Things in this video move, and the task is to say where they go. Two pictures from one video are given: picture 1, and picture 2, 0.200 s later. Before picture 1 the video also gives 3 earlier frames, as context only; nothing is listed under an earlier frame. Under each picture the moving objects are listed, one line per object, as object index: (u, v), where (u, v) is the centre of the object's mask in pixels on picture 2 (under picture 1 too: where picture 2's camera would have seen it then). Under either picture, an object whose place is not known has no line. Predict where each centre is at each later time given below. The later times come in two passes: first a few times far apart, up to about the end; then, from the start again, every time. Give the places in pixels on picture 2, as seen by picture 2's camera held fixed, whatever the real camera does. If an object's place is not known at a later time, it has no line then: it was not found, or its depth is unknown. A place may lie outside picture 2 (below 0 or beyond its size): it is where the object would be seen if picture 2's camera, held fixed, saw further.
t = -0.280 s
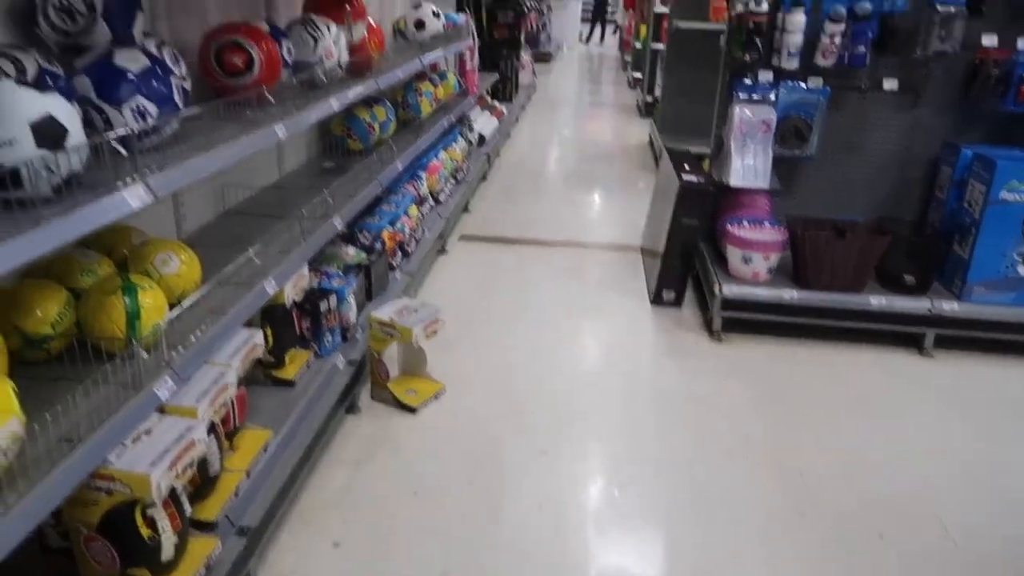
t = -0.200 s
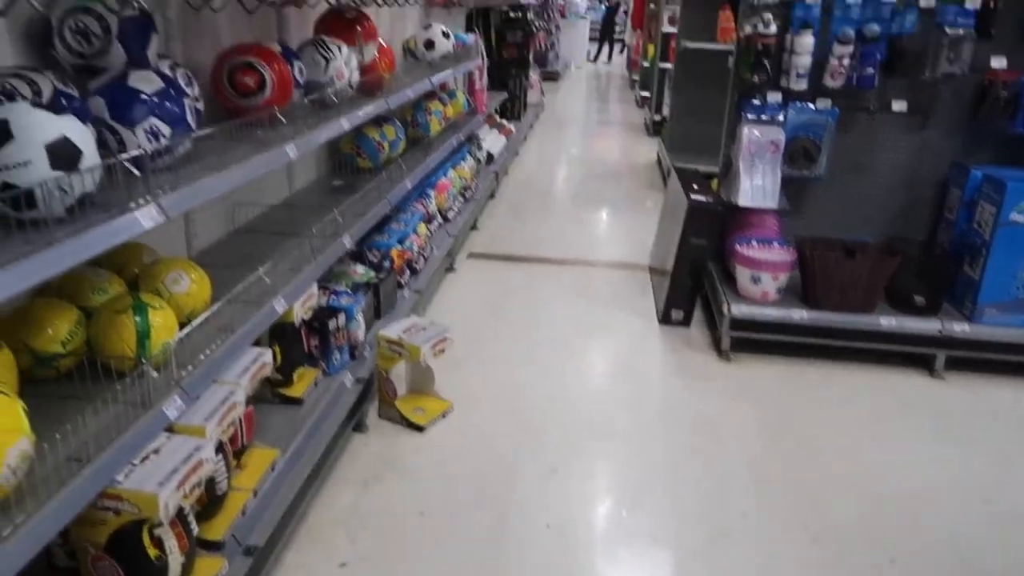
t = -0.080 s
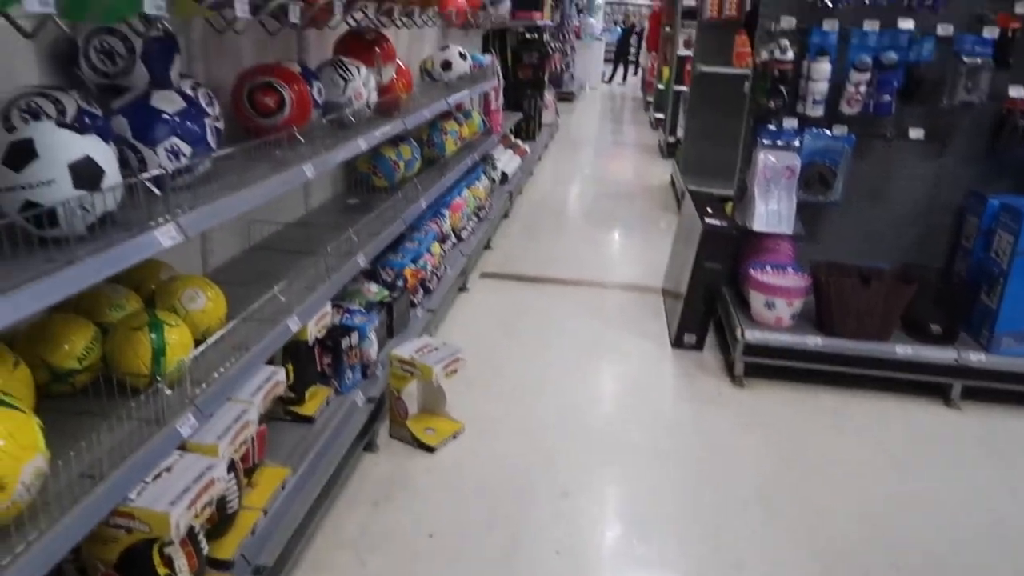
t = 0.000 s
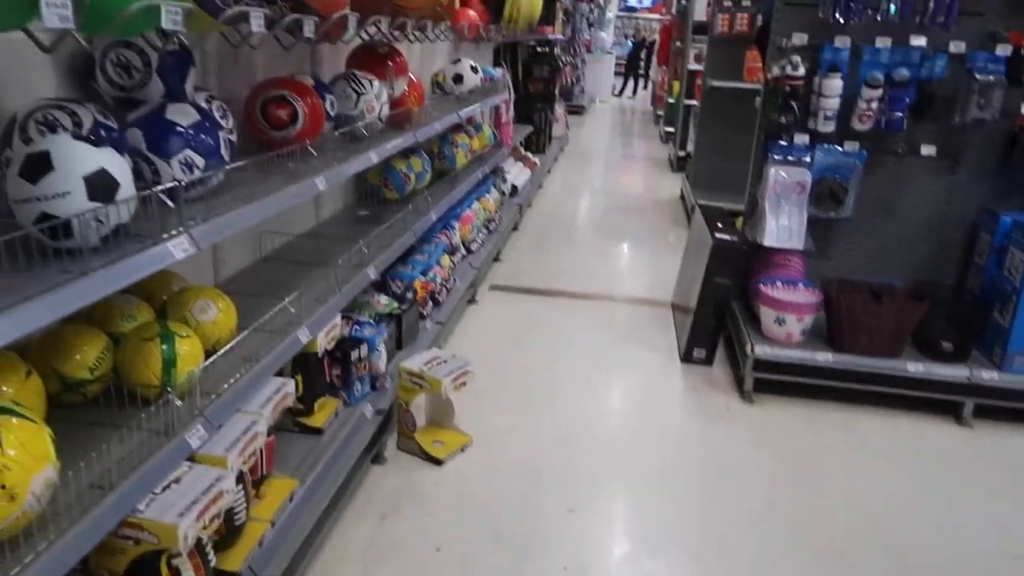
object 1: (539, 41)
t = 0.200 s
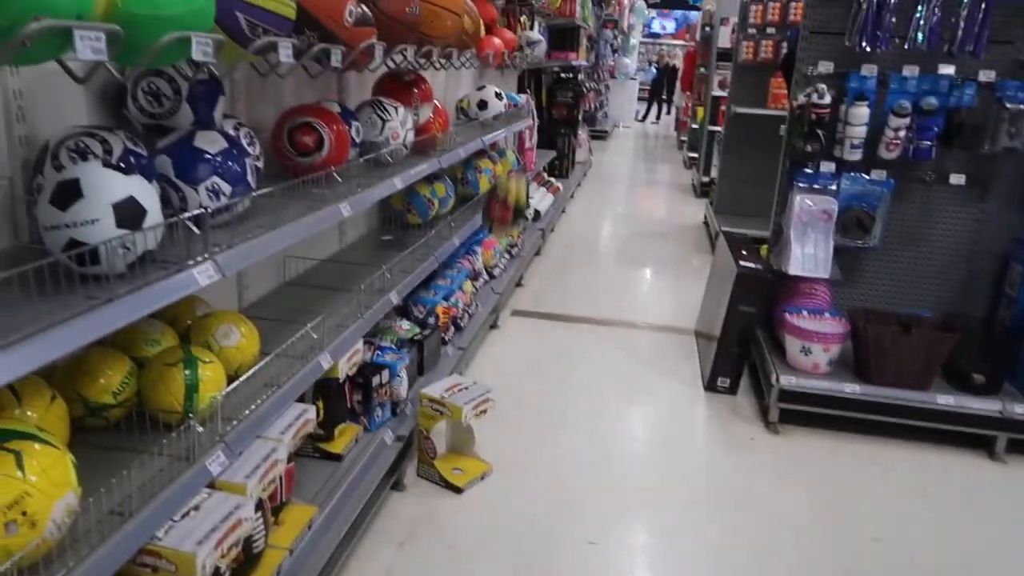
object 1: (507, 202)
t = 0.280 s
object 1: (497, 279)
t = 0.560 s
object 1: (652, 334)
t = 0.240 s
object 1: (503, 239)
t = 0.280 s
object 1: (497, 279)
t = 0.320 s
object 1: (505, 308)
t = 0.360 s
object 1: (526, 323)
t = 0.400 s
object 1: (551, 329)
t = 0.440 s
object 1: (576, 326)
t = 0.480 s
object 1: (601, 325)
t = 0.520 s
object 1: (626, 328)
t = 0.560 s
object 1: (652, 334)
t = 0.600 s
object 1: (677, 345)
